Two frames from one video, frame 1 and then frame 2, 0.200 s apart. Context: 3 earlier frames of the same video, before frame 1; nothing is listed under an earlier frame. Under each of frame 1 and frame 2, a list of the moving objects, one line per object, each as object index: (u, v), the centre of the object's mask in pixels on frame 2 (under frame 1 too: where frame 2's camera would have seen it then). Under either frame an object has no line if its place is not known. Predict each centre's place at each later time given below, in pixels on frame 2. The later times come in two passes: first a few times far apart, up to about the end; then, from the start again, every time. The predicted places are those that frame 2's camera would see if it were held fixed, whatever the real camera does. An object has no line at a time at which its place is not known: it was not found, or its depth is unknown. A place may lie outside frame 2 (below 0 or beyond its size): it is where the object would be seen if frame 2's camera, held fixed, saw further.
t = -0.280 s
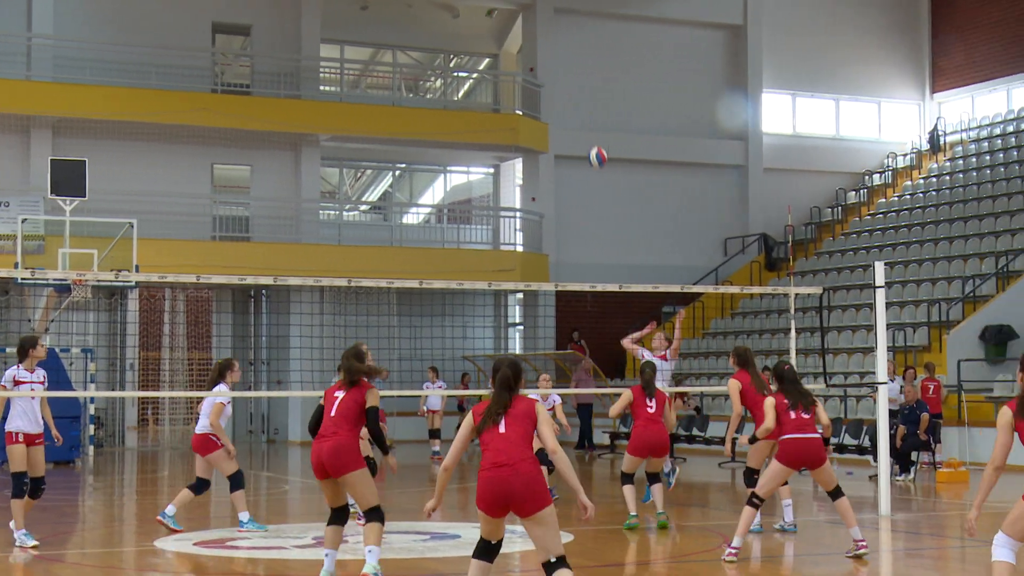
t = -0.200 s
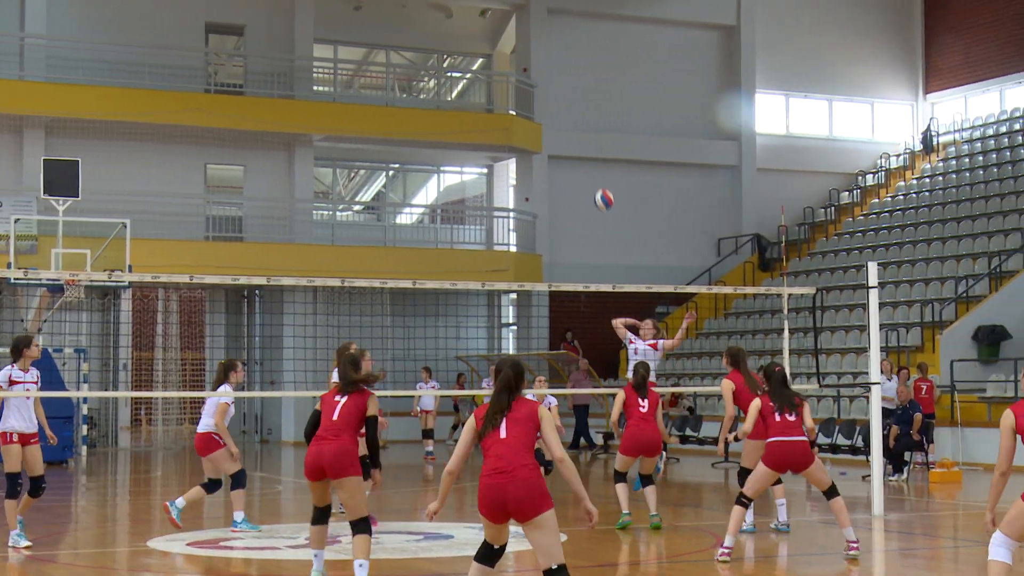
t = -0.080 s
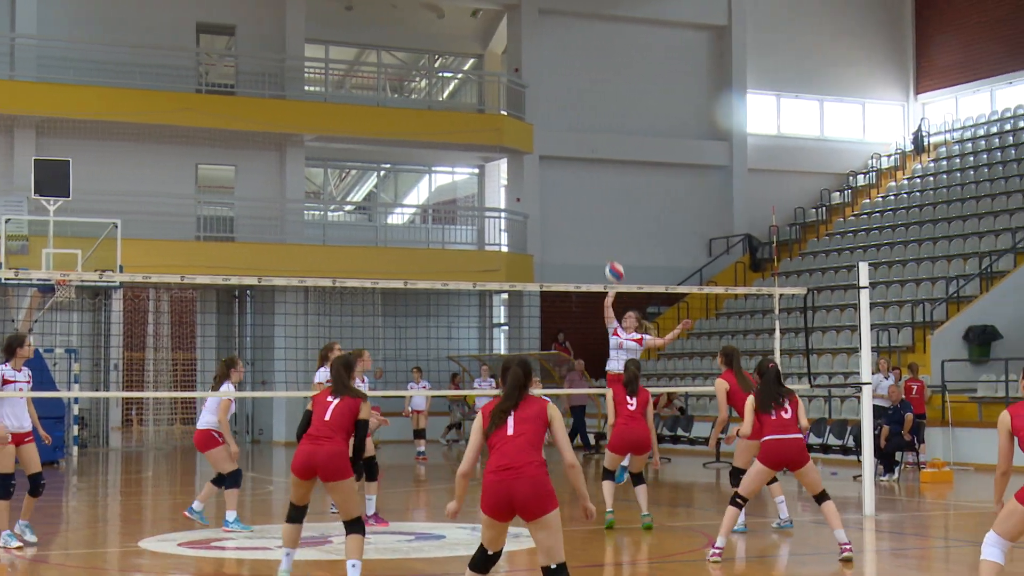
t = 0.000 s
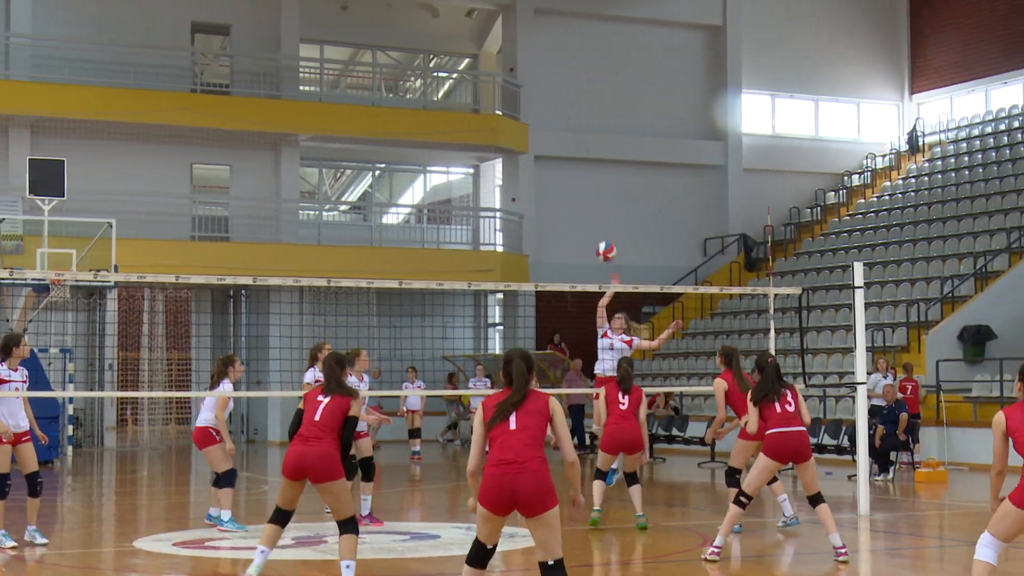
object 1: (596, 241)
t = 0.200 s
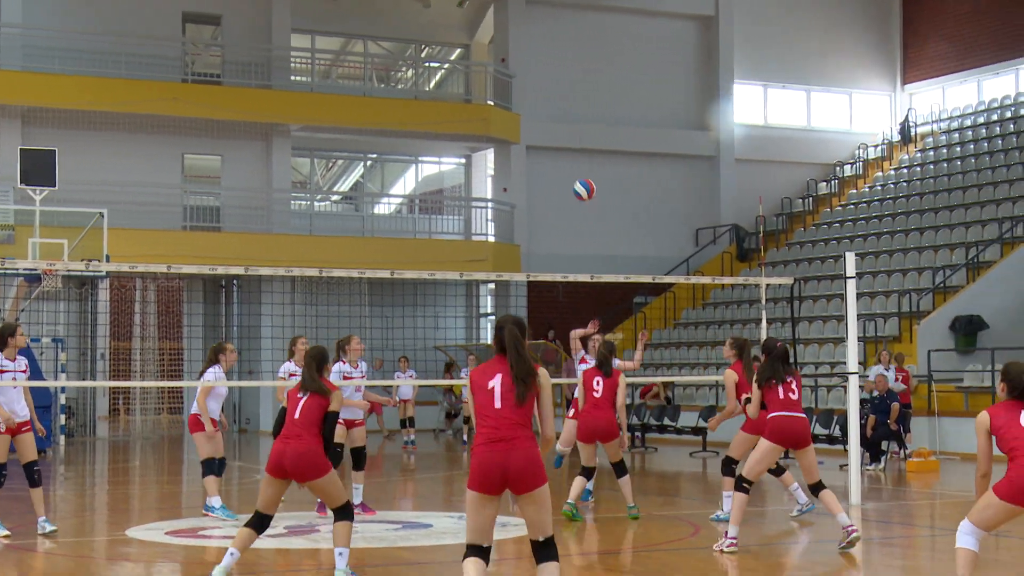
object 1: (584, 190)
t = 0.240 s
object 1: (581, 183)
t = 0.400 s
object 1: (568, 173)
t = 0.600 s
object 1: (549, 205)
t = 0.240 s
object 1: (581, 183)
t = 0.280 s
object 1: (579, 178)
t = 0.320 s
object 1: (575, 175)
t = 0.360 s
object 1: (572, 173)
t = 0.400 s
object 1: (568, 173)
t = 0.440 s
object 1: (564, 175)
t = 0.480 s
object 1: (561, 179)
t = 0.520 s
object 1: (557, 185)
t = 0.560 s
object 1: (553, 194)
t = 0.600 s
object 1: (549, 205)
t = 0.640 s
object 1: (546, 219)
